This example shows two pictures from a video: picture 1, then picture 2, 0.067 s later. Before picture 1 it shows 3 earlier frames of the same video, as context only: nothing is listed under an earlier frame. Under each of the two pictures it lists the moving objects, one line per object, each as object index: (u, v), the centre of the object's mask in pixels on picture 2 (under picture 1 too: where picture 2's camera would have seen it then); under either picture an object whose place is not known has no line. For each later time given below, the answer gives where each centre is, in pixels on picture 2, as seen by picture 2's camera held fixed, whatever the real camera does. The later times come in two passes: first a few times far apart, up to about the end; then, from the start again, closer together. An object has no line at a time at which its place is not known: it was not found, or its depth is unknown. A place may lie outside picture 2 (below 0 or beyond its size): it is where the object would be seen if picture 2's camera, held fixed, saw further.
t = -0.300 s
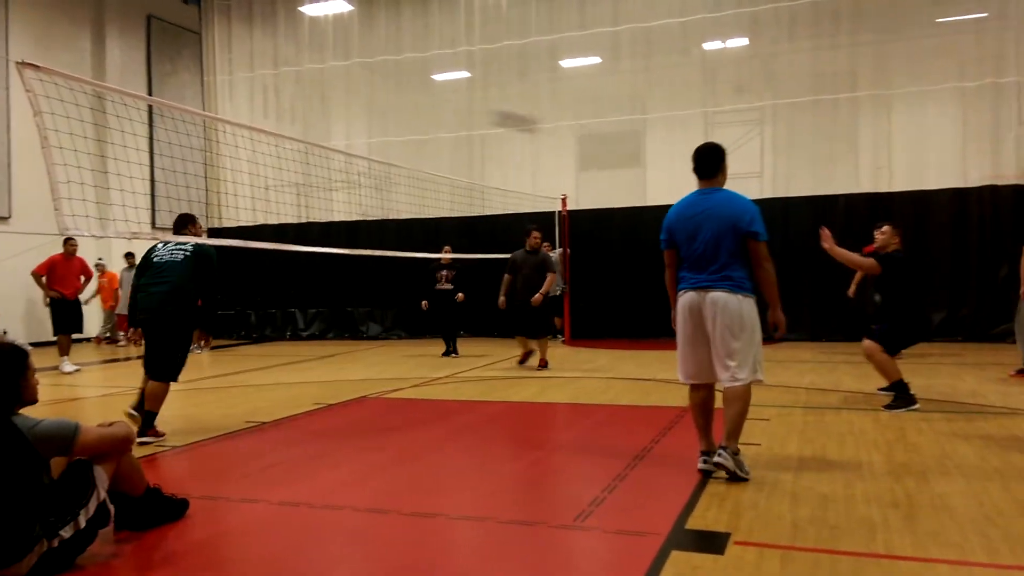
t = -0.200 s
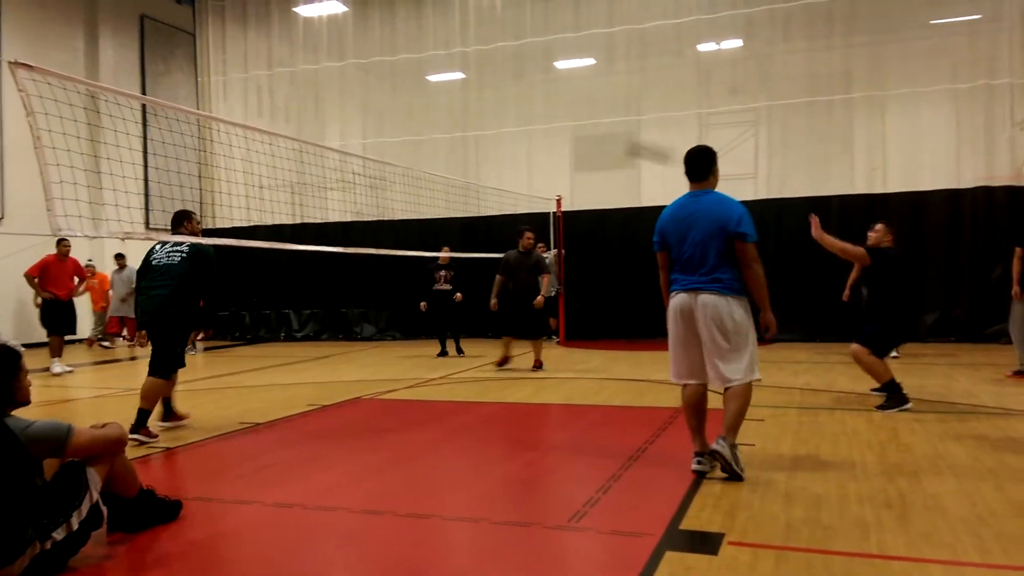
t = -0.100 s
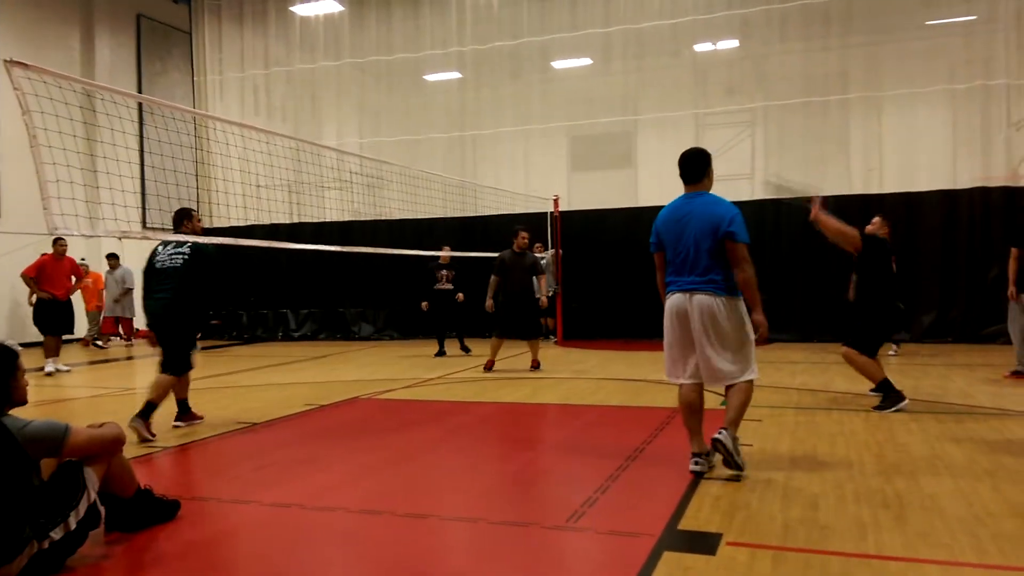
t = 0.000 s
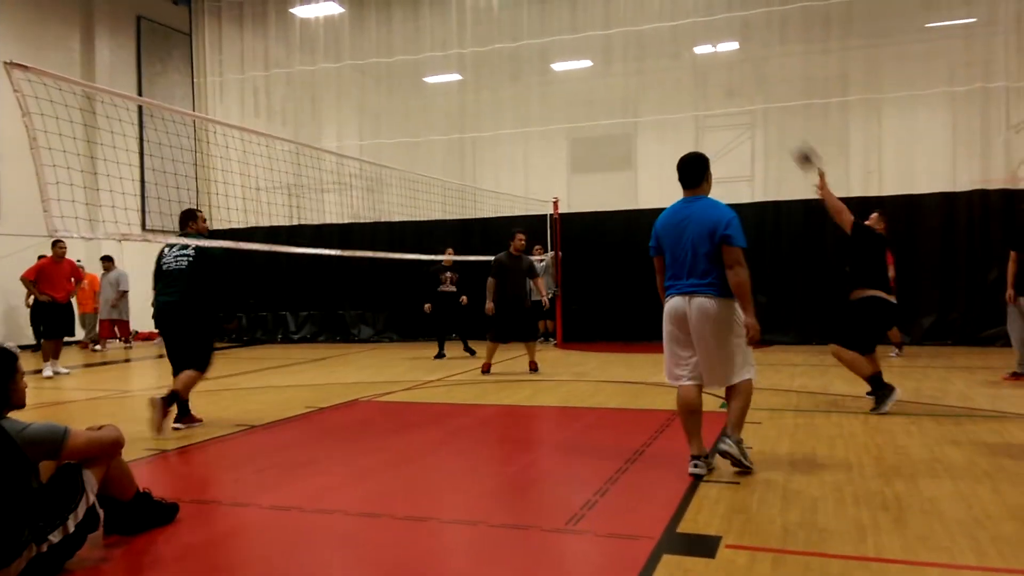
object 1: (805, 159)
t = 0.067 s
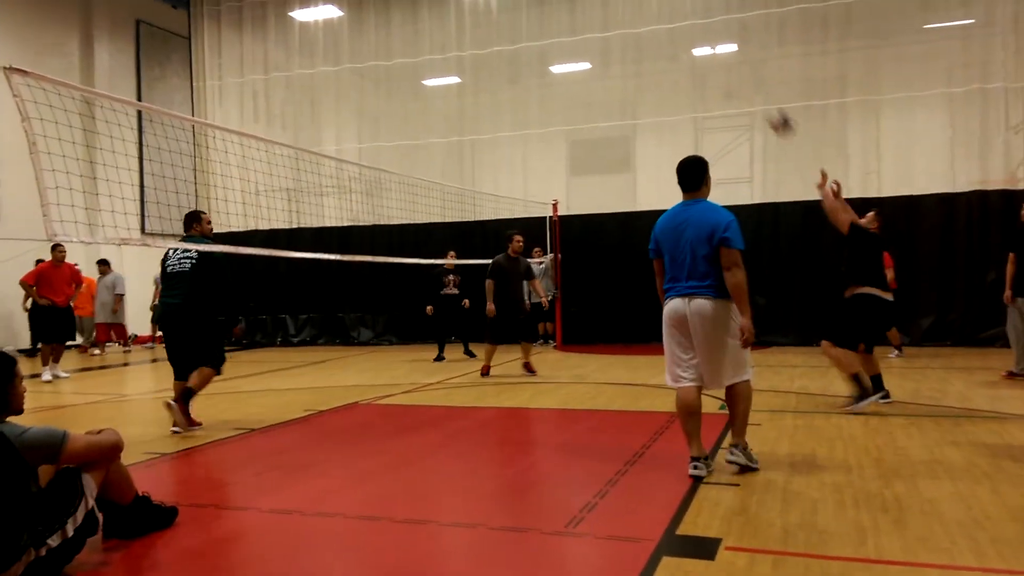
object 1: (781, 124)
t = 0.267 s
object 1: (715, 49)
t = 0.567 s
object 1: (634, 21)
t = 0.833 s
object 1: (572, 68)
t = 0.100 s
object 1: (769, 107)
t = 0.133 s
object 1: (757, 93)
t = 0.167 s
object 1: (747, 80)
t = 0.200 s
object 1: (738, 69)
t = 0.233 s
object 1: (726, 61)
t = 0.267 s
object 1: (715, 49)
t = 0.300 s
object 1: (706, 41)
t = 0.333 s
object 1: (696, 34)
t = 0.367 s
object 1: (685, 29)
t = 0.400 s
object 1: (677, 26)
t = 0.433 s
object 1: (668, 23)
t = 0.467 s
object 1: (659, 21)
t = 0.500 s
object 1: (651, 20)
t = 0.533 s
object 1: (643, 20)
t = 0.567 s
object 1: (634, 21)
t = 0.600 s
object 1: (626, 24)
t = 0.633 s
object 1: (618, 27)
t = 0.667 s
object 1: (609, 31)
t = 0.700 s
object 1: (602, 36)
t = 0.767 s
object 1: (587, 50)
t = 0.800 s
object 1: (580, 56)
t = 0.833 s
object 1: (572, 68)
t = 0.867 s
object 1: (565, 79)
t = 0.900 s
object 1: (558, 88)
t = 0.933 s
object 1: (551, 99)
